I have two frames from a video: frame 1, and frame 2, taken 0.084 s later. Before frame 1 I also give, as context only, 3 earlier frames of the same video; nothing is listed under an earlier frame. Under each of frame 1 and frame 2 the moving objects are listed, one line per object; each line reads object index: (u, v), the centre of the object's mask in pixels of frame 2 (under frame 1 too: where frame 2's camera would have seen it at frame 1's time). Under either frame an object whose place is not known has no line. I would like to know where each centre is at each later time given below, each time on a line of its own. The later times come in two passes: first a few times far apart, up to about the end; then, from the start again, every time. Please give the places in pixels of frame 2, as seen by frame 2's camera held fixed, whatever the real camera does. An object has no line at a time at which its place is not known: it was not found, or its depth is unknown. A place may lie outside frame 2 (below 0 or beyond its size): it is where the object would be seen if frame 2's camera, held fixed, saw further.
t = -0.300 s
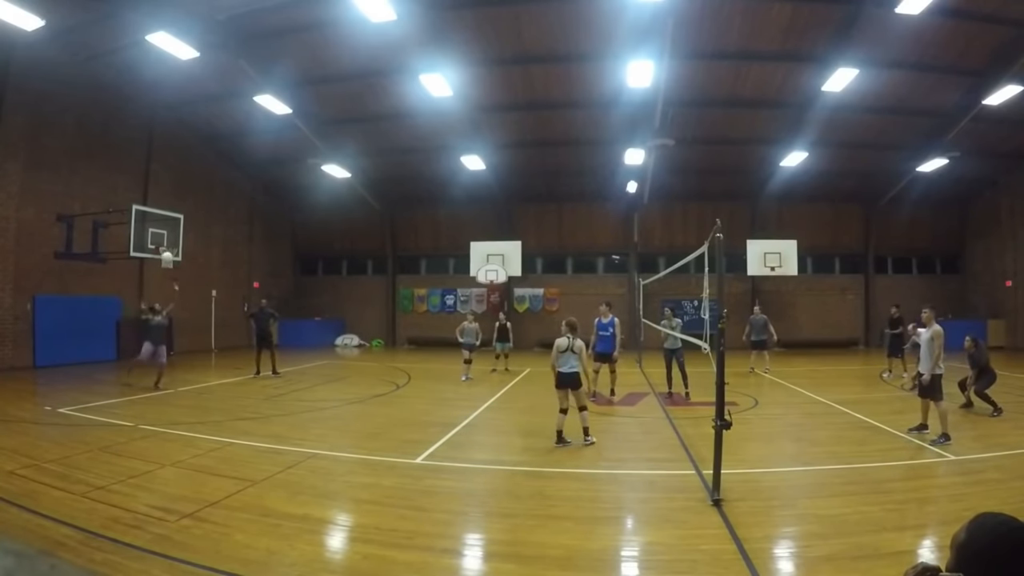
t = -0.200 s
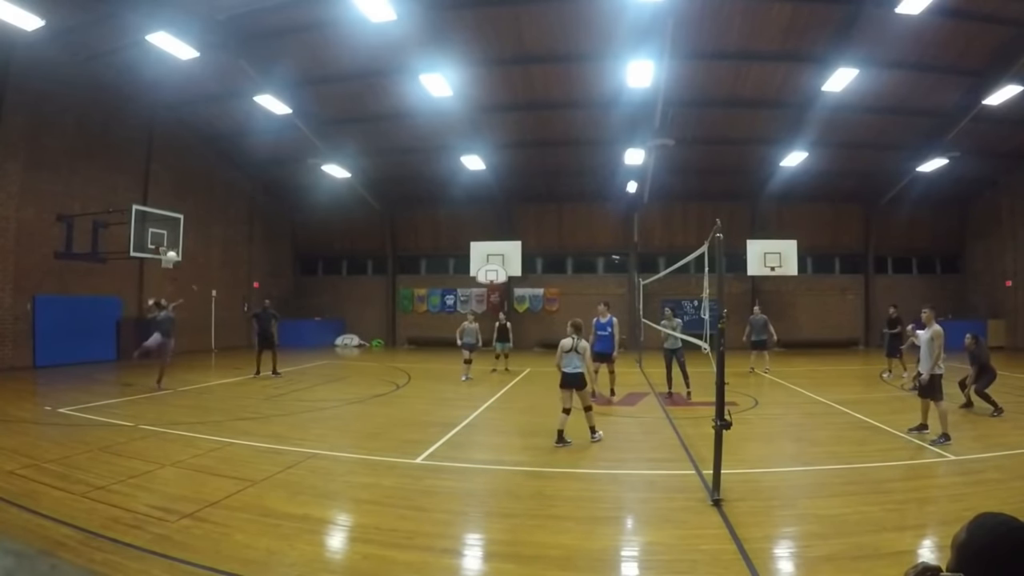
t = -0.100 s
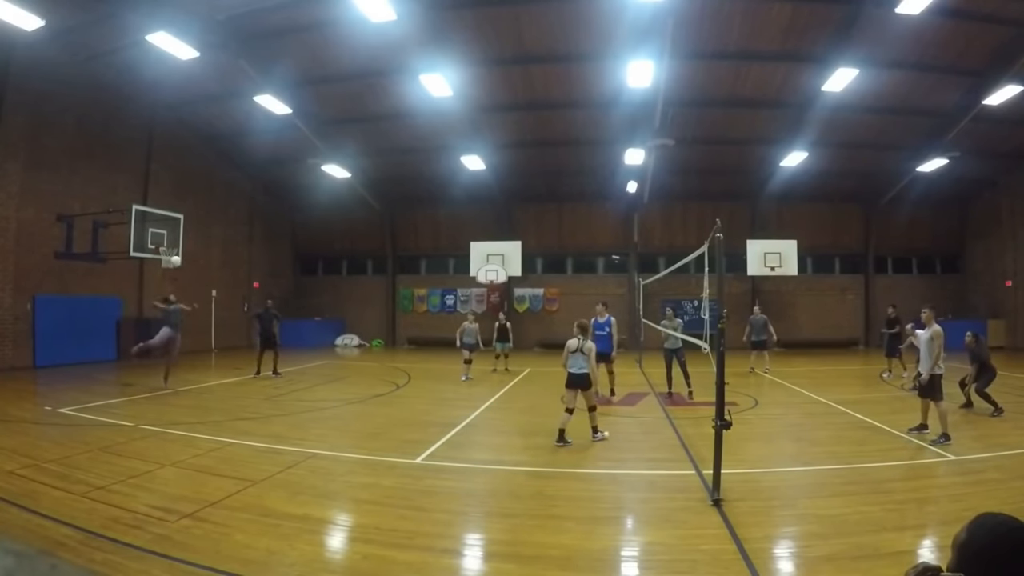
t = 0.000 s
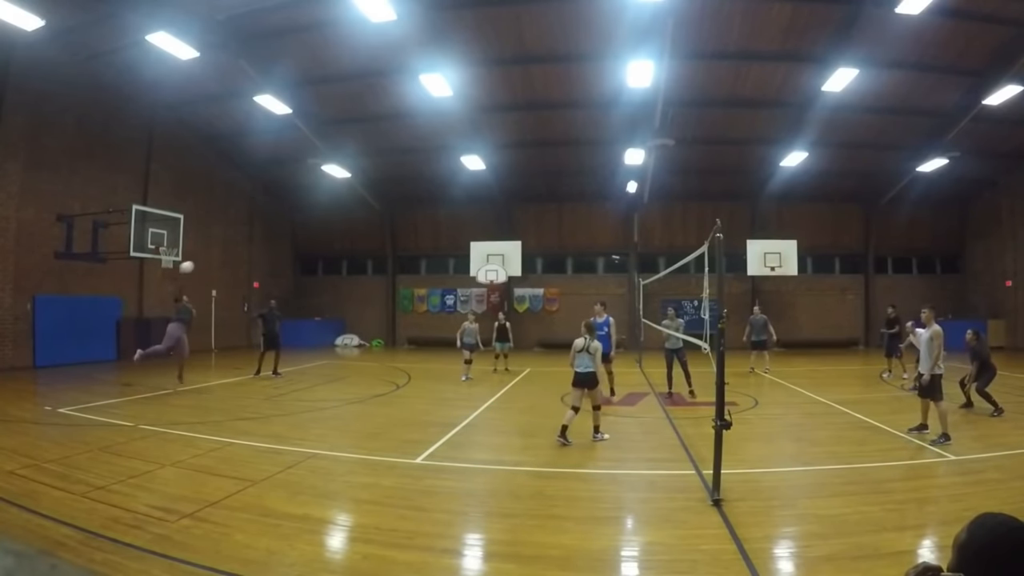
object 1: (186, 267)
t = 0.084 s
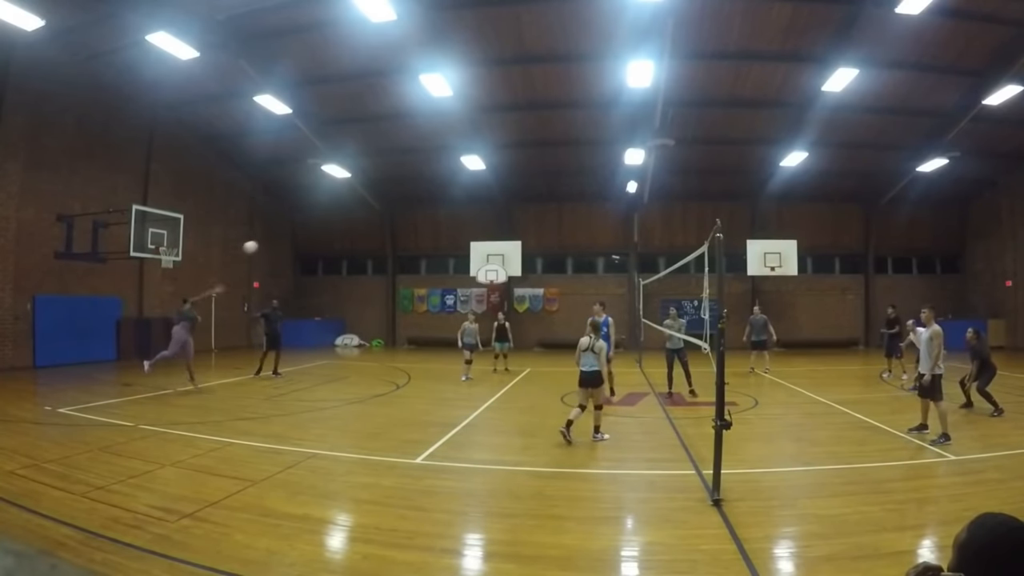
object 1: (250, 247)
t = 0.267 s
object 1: (404, 216)
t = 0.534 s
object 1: (637, 222)
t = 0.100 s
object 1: (263, 244)
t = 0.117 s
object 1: (277, 240)
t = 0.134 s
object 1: (290, 237)
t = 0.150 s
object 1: (304, 233)
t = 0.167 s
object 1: (318, 231)
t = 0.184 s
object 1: (332, 227)
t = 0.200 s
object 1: (347, 225)
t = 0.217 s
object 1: (361, 222)
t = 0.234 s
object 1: (375, 220)
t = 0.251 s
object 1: (390, 218)
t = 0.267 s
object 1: (404, 216)
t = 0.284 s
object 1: (419, 215)
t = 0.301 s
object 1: (434, 214)
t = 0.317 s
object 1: (449, 213)
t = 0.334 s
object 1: (463, 212)
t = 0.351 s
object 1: (478, 212)
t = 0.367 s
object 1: (493, 212)
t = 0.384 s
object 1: (508, 211)
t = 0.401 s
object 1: (522, 212)
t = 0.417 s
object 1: (537, 212)
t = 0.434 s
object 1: (552, 213)
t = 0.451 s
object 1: (566, 214)
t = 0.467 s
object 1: (581, 215)
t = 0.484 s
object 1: (595, 216)
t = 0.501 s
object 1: (609, 218)
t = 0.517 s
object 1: (623, 220)
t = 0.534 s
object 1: (637, 222)
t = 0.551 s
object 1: (650, 224)
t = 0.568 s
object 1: (664, 226)
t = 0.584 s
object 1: (677, 229)
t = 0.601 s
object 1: (690, 232)
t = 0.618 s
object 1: (703, 235)
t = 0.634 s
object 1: (714, 238)
